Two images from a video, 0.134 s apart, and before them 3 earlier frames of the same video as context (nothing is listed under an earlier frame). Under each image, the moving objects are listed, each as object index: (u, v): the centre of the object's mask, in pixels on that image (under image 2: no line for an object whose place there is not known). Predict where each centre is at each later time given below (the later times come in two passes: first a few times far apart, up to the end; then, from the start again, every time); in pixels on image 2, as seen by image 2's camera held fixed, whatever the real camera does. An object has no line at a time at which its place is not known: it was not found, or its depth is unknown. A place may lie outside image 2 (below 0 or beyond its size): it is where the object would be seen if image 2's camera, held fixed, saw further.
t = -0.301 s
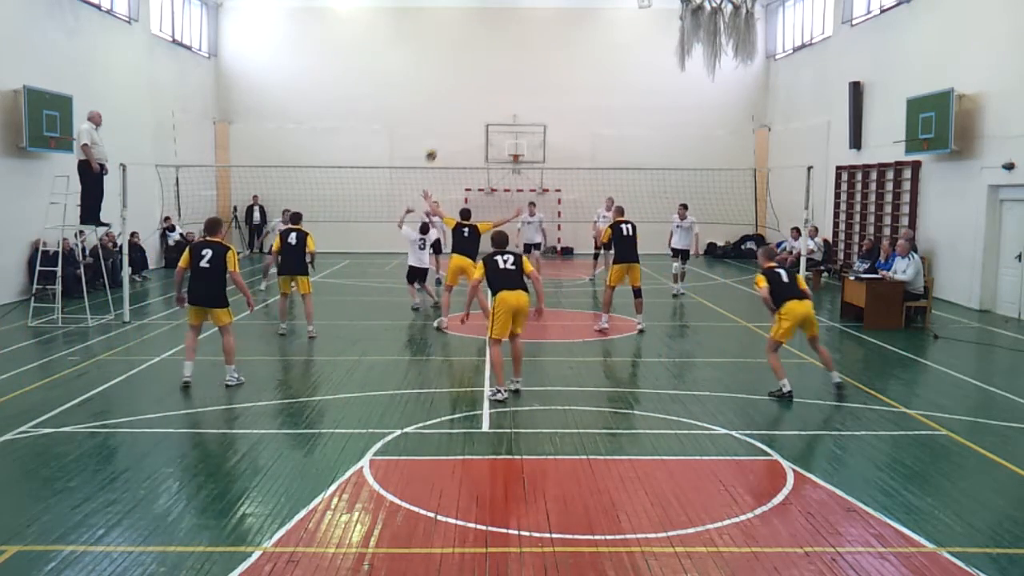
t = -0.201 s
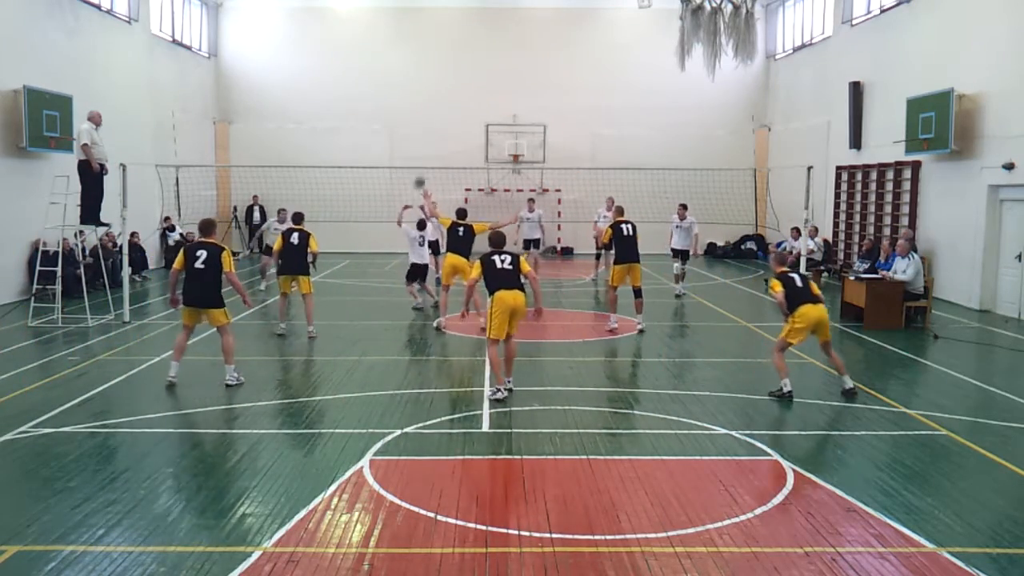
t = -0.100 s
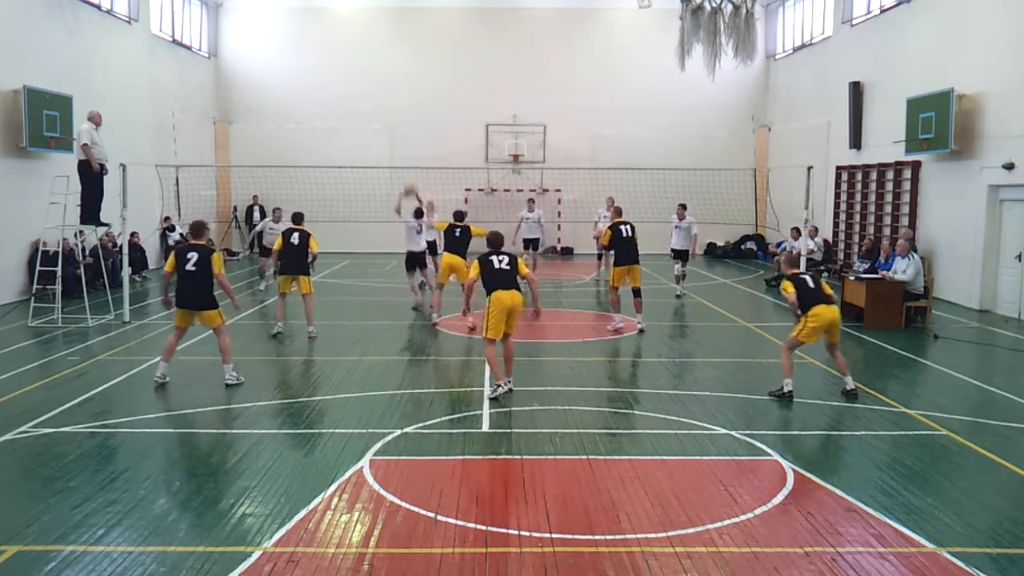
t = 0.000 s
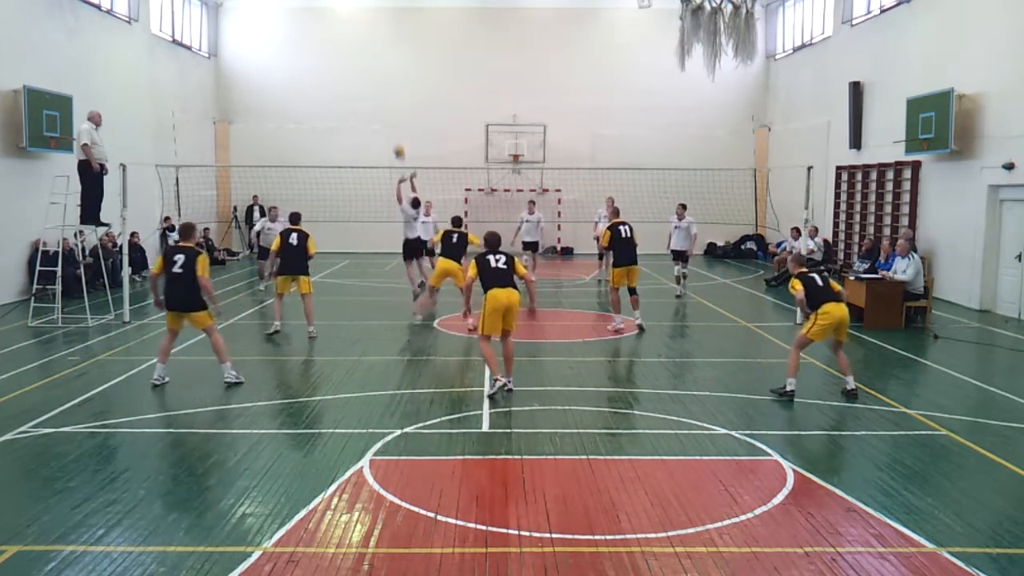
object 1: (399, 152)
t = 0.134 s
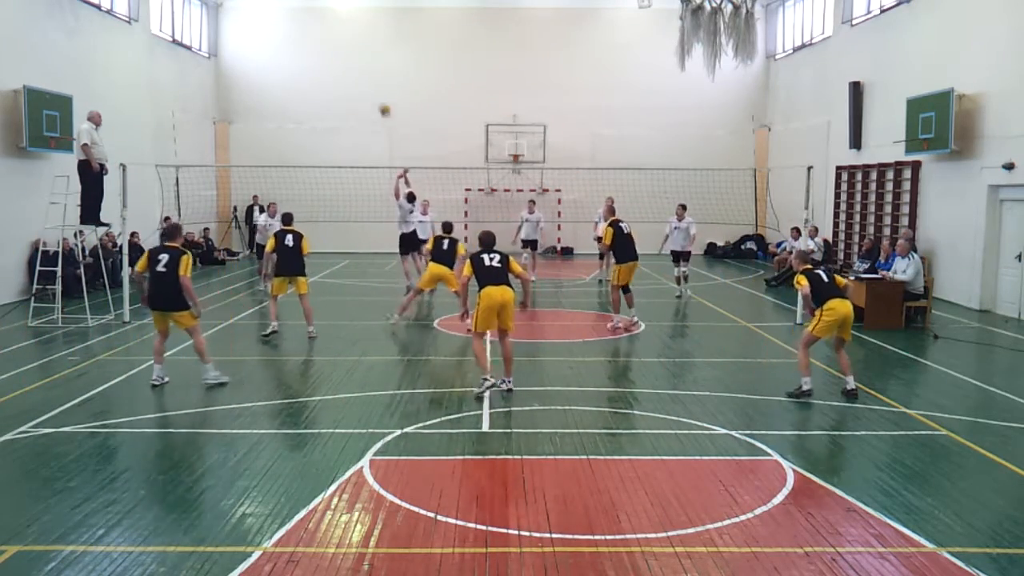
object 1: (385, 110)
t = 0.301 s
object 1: (365, 71)
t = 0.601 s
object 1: (331, 43)
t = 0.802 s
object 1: (309, 55)
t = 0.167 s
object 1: (381, 101)
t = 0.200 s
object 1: (377, 92)
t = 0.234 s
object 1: (374, 84)
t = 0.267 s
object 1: (370, 77)
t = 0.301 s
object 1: (365, 71)
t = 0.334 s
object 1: (361, 65)
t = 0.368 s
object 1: (357, 60)
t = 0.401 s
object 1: (354, 56)
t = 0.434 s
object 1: (350, 52)
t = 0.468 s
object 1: (346, 49)
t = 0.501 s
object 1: (342, 47)
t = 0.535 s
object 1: (338, 45)
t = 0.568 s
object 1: (334, 44)
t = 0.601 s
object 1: (331, 43)
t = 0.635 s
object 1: (327, 44)
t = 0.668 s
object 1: (324, 45)
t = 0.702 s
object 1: (320, 46)
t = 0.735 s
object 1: (316, 49)
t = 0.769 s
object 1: (313, 52)
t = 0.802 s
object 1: (309, 55)
